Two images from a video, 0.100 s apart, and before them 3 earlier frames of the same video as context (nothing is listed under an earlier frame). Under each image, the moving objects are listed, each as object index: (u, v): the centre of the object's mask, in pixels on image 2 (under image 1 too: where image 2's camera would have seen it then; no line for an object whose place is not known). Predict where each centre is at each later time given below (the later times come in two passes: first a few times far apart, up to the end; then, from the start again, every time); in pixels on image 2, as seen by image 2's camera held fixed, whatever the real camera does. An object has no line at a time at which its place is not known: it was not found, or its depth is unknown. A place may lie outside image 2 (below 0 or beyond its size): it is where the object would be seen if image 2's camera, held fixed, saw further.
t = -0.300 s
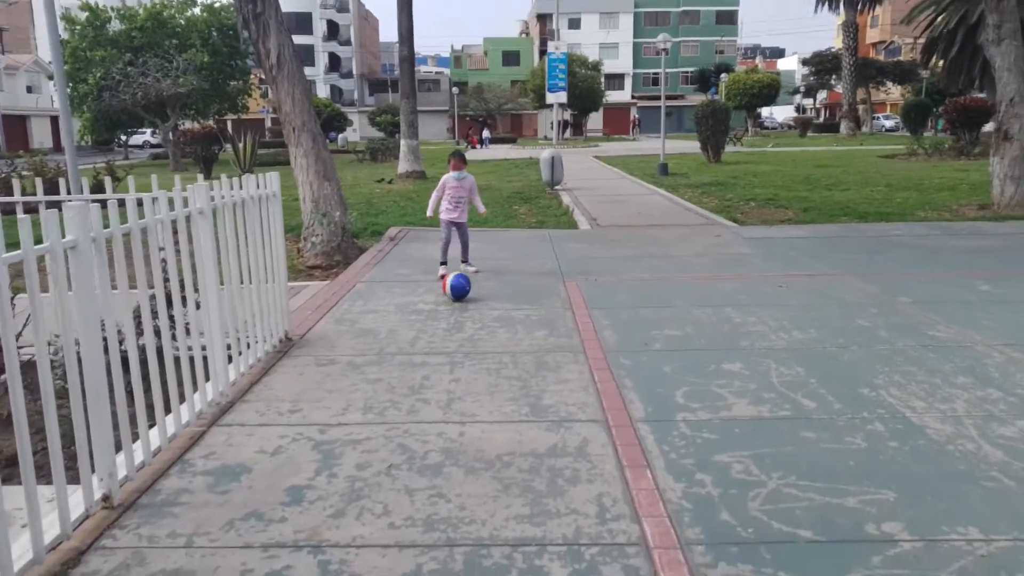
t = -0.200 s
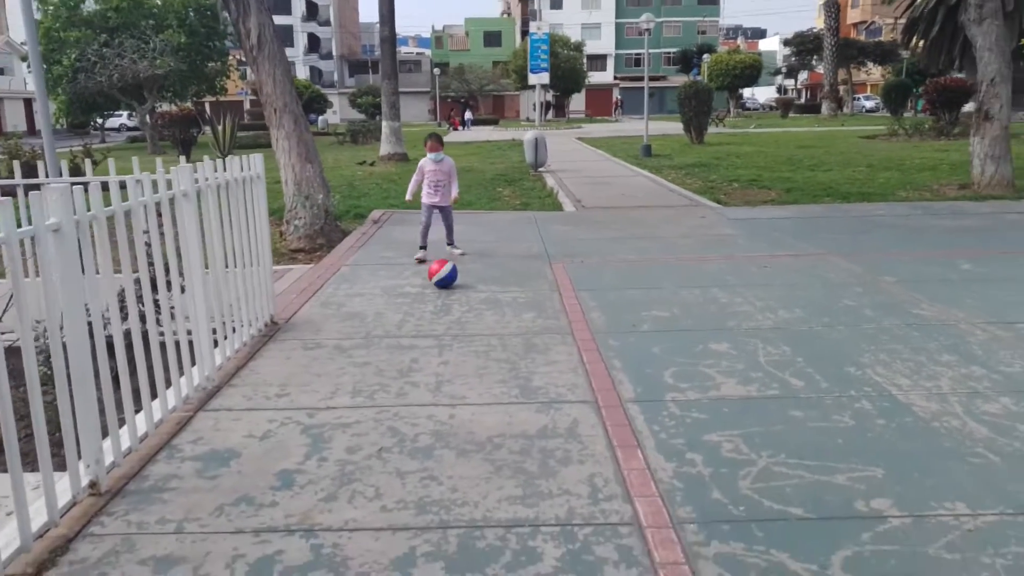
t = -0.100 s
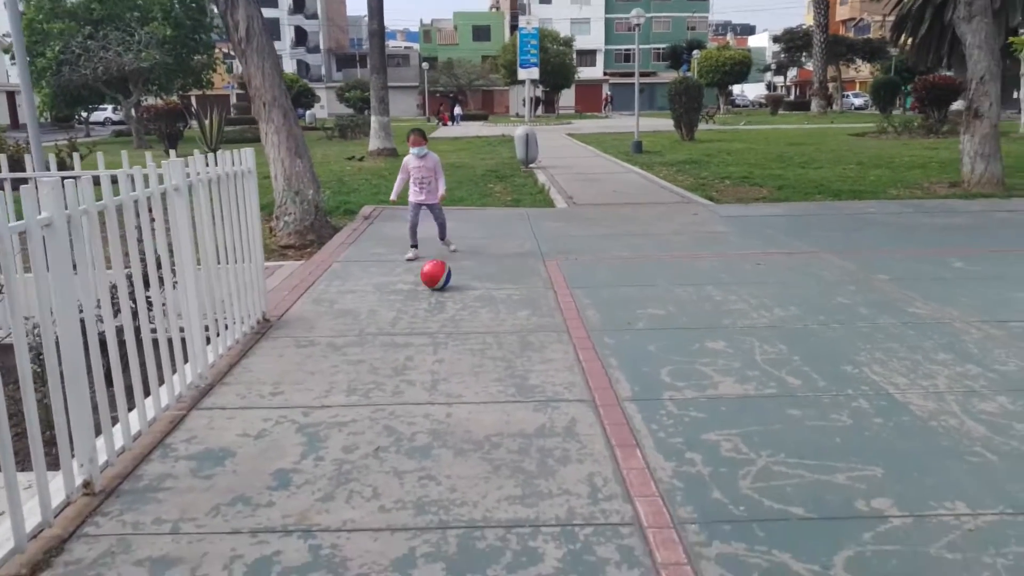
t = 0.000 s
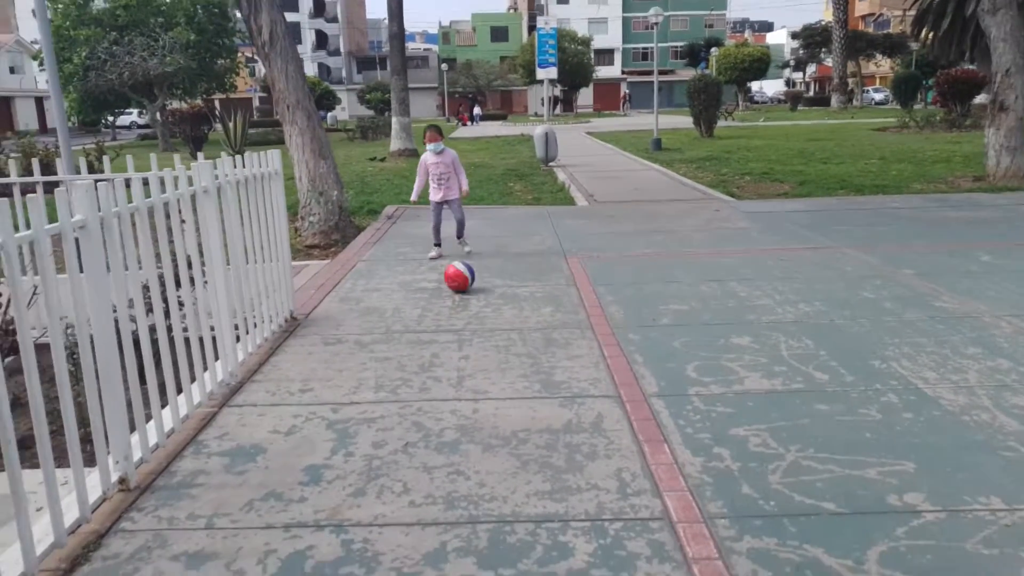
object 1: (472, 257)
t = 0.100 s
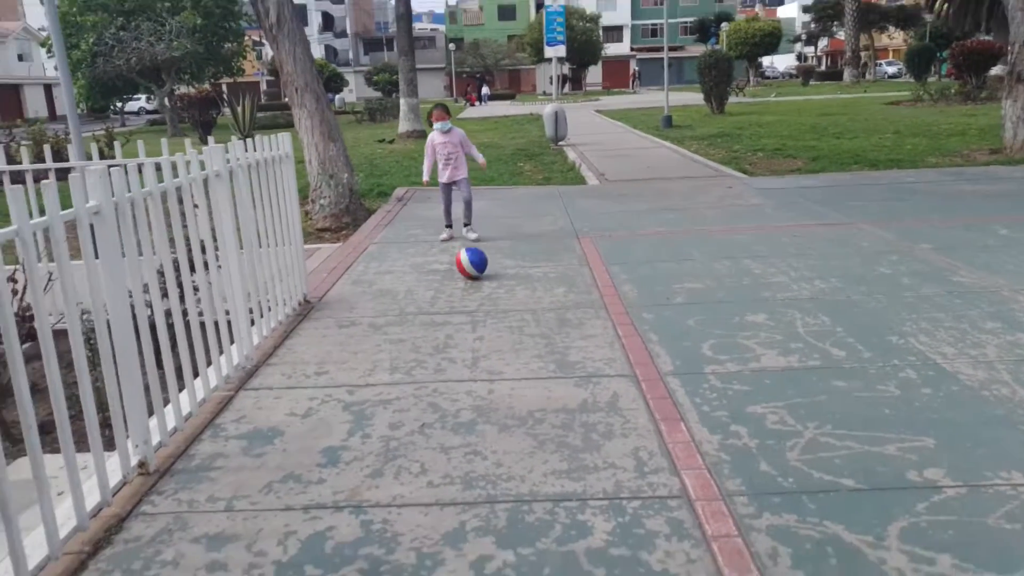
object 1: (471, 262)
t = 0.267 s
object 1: (471, 272)
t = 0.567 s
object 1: (471, 288)
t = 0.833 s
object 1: (473, 304)
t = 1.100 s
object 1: (474, 322)
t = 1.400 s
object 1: (475, 347)
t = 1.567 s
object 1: (477, 362)
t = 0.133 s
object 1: (471, 264)
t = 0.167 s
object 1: (471, 266)
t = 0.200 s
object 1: (471, 268)
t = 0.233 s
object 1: (471, 270)
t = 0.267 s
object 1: (471, 272)
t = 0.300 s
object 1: (471, 273)
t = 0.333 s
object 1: (471, 276)
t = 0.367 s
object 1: (471, 278)
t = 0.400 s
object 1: (470, 279)
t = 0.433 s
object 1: (470, 281)
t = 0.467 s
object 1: (470, 283)
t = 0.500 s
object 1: (470, 284)
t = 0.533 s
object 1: (470, 286)
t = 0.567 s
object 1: (471, 288)
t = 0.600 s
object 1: (471, 290)
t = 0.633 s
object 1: (471, 292)
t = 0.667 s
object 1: (471, 294)
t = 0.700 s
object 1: (471, 296)
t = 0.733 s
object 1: (472, 299)
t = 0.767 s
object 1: (472, 300)
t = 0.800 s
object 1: (472, 302)
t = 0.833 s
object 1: (473, 304)
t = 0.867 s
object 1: (473, 306)
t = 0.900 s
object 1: (474, 308)
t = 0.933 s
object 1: (474, 310)
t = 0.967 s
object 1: (474, 313)
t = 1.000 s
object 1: (474, 315)
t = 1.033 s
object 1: (474, 317)
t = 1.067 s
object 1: (474, 320)
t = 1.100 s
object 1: (474, 322)
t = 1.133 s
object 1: (474, 325)
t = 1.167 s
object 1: (474, 327)
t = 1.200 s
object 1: (474, 330)
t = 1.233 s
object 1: (474, 333)
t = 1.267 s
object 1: (475, 336)
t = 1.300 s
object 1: (475, 339)
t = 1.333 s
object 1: (475, 342)
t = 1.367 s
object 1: (475, 345)
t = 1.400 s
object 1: (475, 347)
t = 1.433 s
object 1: (475, 350)
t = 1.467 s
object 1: (476, 353)
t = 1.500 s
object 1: (476, 356)
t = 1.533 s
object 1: (477, 359)
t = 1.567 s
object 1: (477, 362)
